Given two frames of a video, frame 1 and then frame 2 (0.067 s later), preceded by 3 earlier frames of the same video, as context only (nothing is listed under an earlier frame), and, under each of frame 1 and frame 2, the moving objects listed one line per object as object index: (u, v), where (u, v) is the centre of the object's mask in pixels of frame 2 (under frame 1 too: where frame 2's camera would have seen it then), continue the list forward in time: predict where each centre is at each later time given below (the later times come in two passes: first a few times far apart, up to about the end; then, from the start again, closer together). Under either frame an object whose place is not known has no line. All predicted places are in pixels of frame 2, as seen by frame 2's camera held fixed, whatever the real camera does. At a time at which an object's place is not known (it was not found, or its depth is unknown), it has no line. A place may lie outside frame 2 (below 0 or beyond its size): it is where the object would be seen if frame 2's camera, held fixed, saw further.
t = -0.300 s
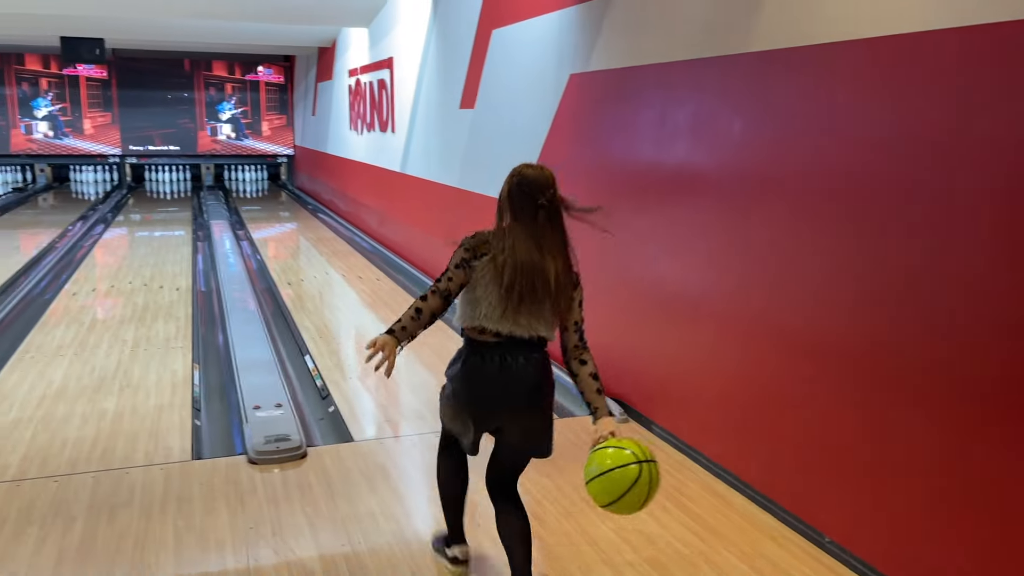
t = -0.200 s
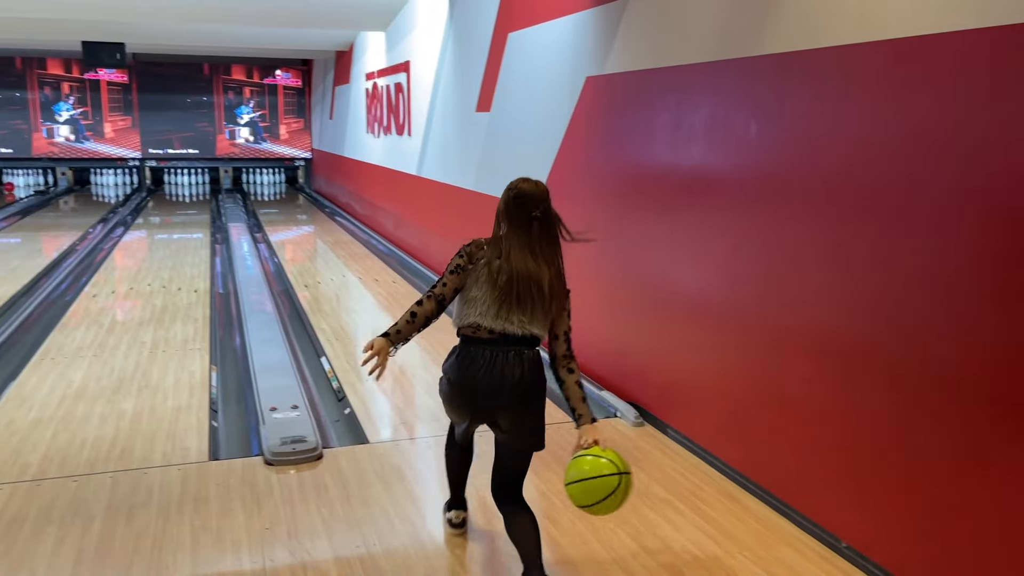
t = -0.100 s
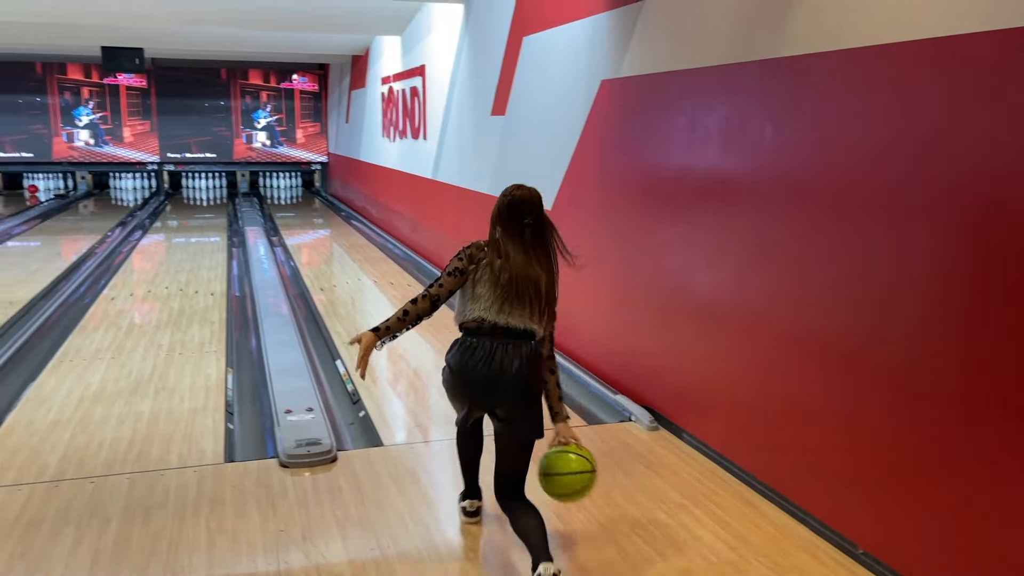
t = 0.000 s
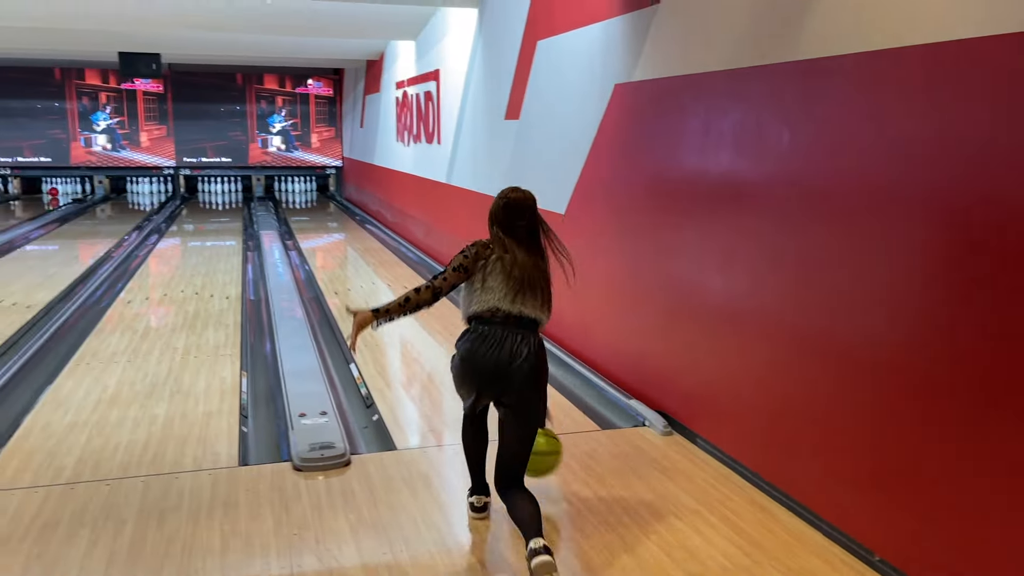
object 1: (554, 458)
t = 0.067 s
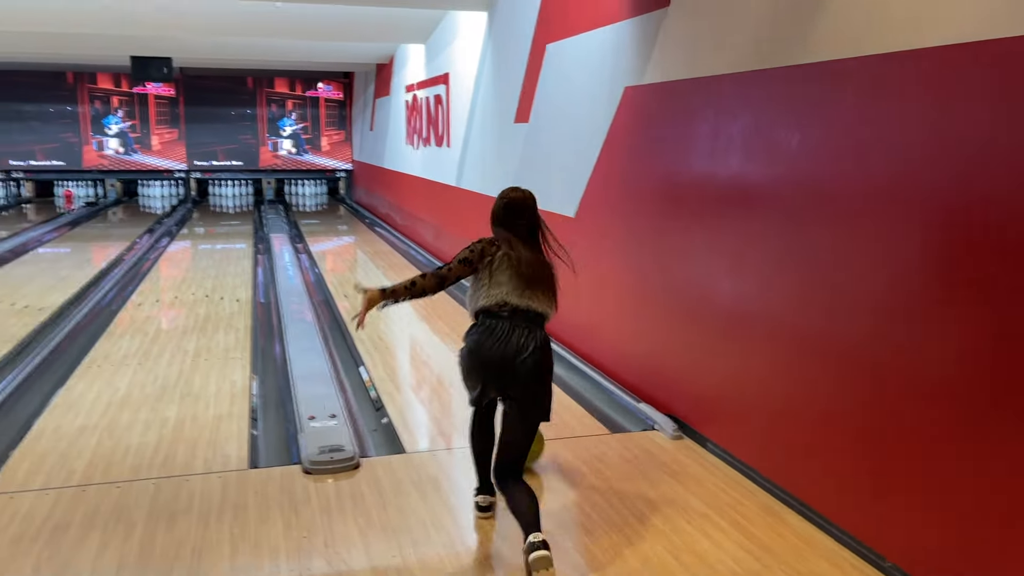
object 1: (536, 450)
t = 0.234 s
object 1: (461, 391)
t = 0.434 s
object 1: (439, 346)
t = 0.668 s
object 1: (411, 311)
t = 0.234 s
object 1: (461, 391)
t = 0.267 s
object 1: (456, 383)
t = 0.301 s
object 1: (452, 375)
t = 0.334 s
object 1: (448, 368)
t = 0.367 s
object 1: (444, 360)
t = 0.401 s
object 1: (442, 352)
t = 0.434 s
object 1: (439, 346)
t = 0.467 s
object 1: (434, 340)
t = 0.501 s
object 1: (430, 334)
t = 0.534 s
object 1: (426, 329)
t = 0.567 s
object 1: (422, 324)
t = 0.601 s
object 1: (418, 320)
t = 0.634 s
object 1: (414, 316)
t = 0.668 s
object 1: (411, 311)
